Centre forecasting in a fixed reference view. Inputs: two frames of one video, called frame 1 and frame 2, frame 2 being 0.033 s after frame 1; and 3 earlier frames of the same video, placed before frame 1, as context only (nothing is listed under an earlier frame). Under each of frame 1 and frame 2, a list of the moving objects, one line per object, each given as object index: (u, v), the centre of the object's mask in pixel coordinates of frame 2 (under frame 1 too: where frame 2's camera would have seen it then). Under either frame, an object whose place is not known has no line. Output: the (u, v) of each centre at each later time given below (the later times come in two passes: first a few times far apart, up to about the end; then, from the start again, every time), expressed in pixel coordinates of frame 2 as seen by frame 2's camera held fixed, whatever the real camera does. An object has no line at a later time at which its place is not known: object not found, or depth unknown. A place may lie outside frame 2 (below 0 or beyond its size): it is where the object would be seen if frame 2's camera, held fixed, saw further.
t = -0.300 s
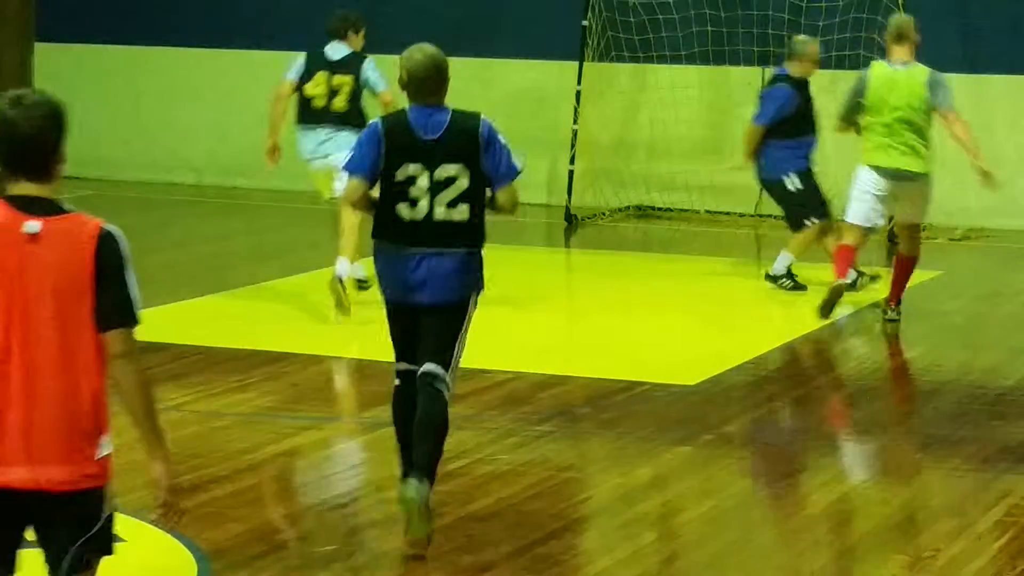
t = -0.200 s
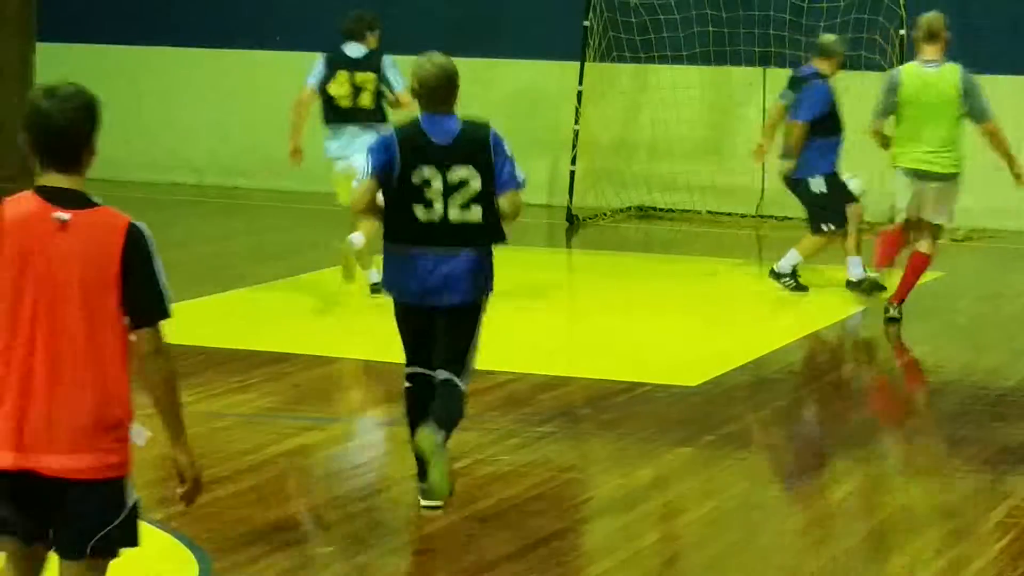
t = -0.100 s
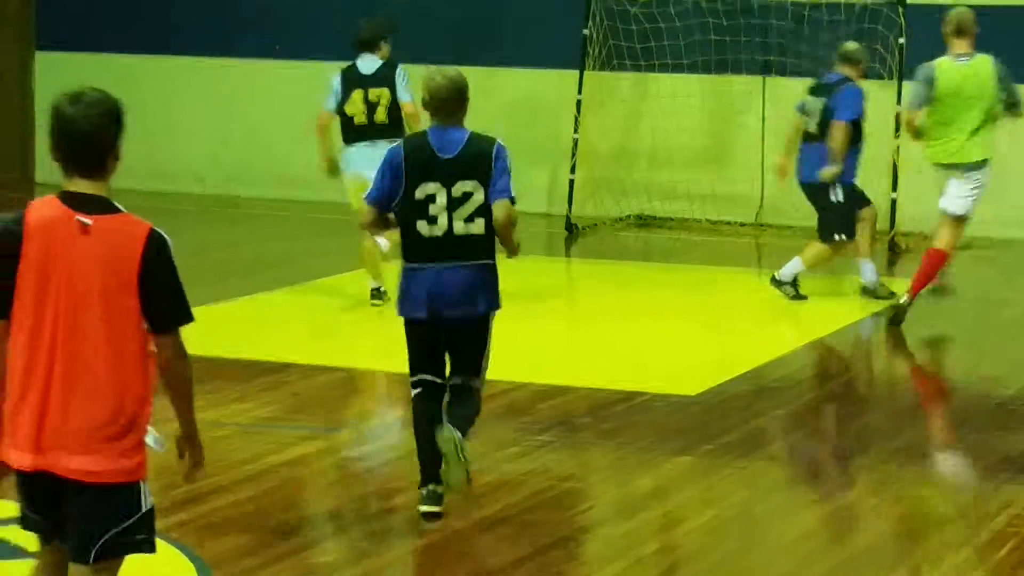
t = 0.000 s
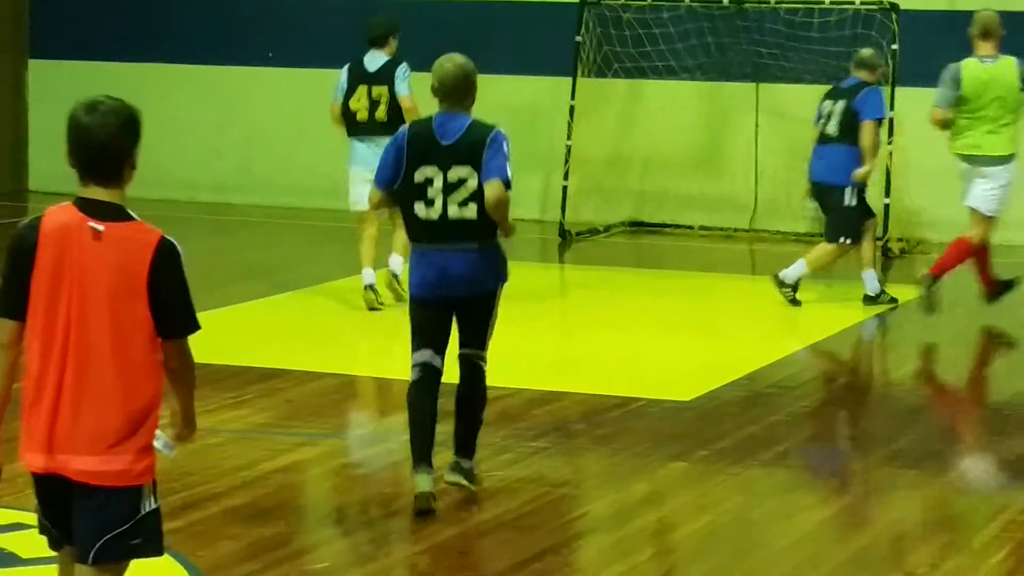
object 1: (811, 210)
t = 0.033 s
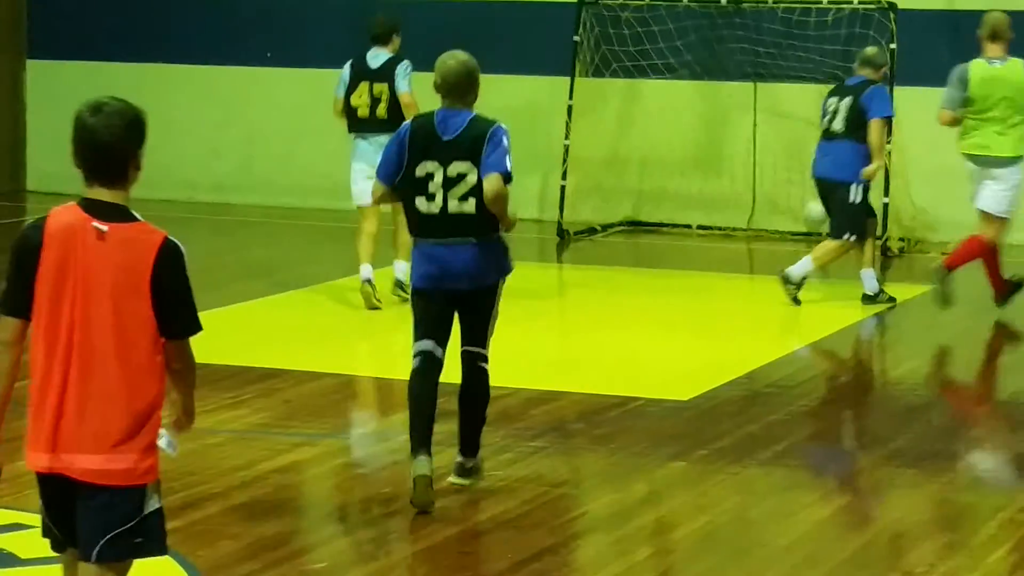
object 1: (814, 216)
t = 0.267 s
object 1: (797, 225)
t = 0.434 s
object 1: (786, 240)
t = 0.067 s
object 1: (810, 222)
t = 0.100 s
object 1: (805, 230)
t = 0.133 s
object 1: (802, 227)
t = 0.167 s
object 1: (801, 225)
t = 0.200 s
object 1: (799, 224)
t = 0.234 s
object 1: (798, 224)
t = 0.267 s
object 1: (797, 225)
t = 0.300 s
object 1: (794, 227)
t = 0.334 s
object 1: (792, 230)
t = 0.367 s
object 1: (790, 236)
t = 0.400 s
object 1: (788, 240)
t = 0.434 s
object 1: (786, 240)
